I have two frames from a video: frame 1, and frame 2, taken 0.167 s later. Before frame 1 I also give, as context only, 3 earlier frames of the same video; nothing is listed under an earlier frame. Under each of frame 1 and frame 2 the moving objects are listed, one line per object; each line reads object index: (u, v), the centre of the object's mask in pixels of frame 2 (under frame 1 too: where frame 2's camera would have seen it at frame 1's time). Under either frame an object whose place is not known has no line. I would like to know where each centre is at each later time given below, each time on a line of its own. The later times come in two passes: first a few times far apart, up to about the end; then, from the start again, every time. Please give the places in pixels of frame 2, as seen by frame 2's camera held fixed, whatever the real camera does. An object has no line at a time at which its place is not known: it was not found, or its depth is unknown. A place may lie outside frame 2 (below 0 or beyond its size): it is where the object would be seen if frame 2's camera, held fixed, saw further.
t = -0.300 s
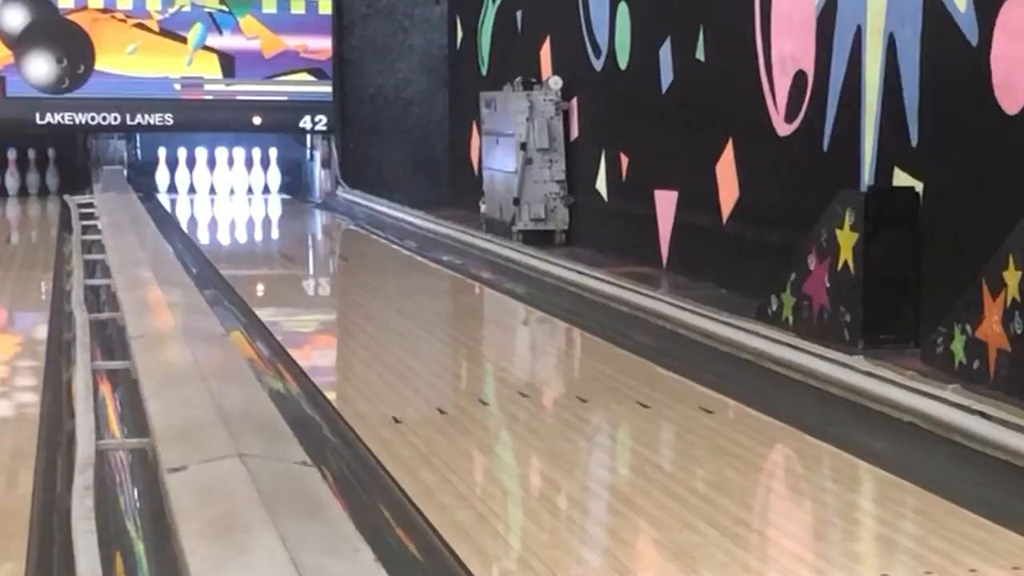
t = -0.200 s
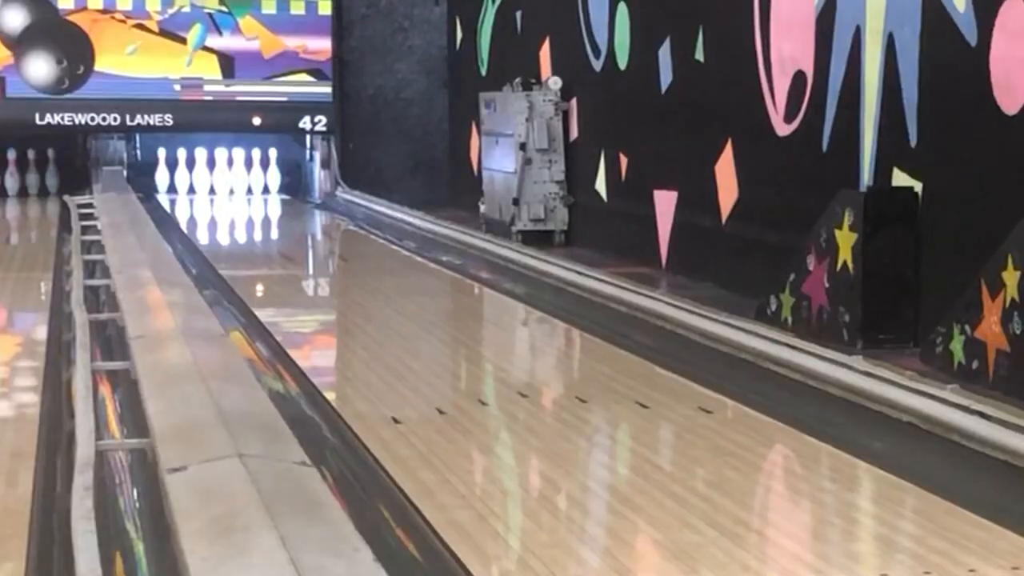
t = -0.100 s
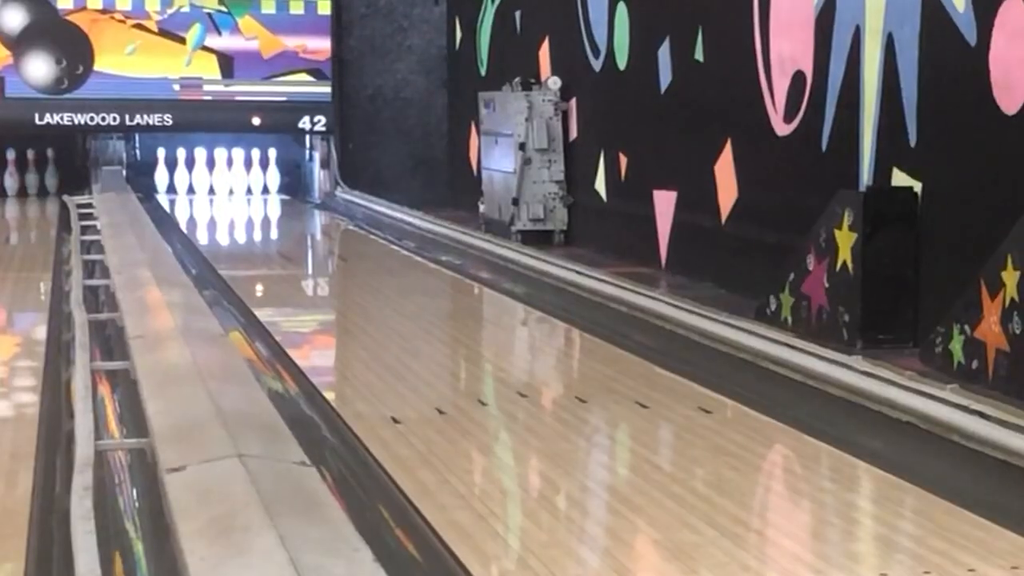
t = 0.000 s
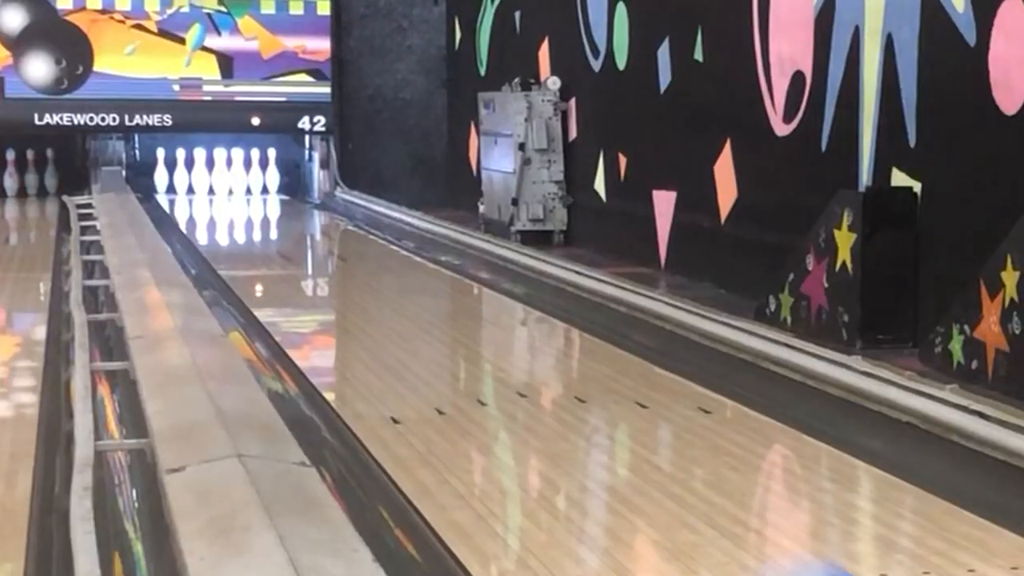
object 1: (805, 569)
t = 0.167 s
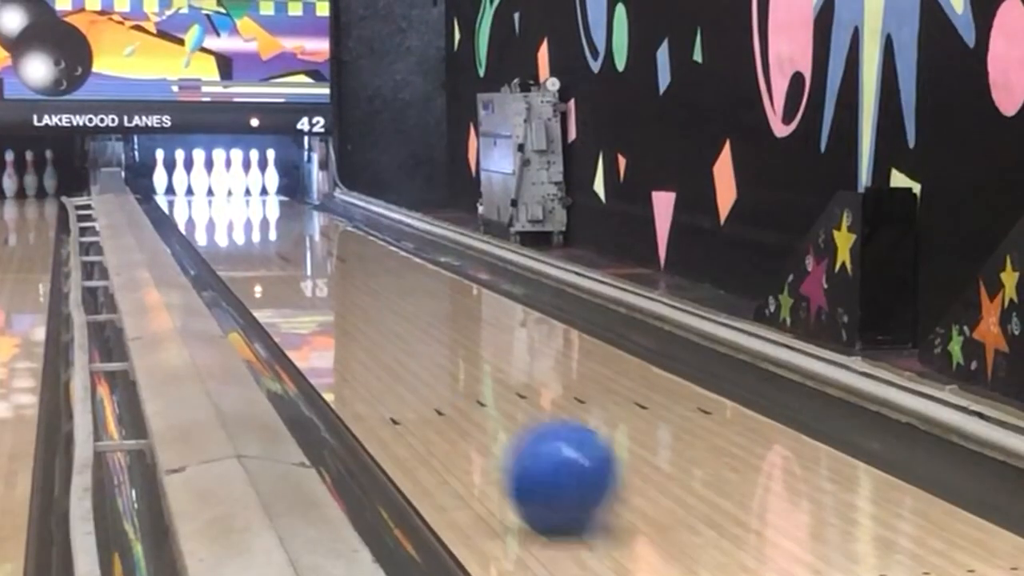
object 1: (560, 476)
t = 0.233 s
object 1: (499, 434)
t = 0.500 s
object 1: (346, 335)
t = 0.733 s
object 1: (277, 285)
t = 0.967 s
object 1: (238, 255)
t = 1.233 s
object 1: (214, 230)
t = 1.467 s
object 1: (205, 214)
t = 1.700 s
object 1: (202, 202)
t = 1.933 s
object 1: (204, 193)
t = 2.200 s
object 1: (200, 183)
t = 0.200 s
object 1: (528, 455)
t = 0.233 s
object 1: (499, 434)
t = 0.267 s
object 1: (471, 417)
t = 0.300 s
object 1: (448, 402)
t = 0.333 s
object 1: (427, 388)
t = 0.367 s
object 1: (409, 375)
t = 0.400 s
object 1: (390, 364)
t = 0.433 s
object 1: (374, 353)
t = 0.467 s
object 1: (360, 344)
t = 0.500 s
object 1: (346, 335)
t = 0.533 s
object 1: (334, 326)
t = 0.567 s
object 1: (322, 318)
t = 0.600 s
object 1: (311, 310)
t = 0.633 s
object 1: (302, 303)
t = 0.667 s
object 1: (293, 297)
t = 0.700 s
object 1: (285, 291)
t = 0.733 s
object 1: (277, 285)
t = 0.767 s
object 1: (270, 280)
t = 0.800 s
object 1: (263, 276)
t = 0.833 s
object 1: (257, 270)
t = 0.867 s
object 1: (252, 267)
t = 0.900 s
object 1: (247, 263)
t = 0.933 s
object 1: (243, 259)
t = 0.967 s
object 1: (238, 255)
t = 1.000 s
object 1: (234, 251)
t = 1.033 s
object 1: (231, 248)
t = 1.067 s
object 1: (228, 245)
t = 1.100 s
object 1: (225, 242)
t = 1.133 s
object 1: (221, 239)
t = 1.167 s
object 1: (218, 236)
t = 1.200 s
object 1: (216, 234)
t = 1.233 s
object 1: (214, 230)
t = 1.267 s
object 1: (212, 228)
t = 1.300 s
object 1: (212, 225)
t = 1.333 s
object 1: (209, 223)
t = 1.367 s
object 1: (208, 220)
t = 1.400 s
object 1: (207, 218)
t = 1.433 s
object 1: (206, 216)
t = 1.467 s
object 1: (205, 214)
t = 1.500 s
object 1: (204, 212)
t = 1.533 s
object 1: (204, 211)
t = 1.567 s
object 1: (203, 208)
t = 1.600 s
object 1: (202, 206)
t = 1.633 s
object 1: (202, 205)
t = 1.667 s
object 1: (202, 204)
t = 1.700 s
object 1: (202, 202)
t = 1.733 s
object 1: (202, 200)
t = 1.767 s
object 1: (202, 199)
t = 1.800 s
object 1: (202, 198)
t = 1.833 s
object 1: (202, 196)
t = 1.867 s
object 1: (203, 195)
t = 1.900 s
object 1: (203, 194)
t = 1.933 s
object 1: (204, 193)
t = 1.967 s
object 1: (204, 191)
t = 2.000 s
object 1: (205, 190)
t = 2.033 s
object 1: (205, 188)
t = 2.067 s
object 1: (206, 187)
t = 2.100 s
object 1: (207, 185)
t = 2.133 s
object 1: (208, 185)
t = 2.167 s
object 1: (202, 184)
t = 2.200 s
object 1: (200, 183)
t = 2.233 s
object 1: (199, 183)
